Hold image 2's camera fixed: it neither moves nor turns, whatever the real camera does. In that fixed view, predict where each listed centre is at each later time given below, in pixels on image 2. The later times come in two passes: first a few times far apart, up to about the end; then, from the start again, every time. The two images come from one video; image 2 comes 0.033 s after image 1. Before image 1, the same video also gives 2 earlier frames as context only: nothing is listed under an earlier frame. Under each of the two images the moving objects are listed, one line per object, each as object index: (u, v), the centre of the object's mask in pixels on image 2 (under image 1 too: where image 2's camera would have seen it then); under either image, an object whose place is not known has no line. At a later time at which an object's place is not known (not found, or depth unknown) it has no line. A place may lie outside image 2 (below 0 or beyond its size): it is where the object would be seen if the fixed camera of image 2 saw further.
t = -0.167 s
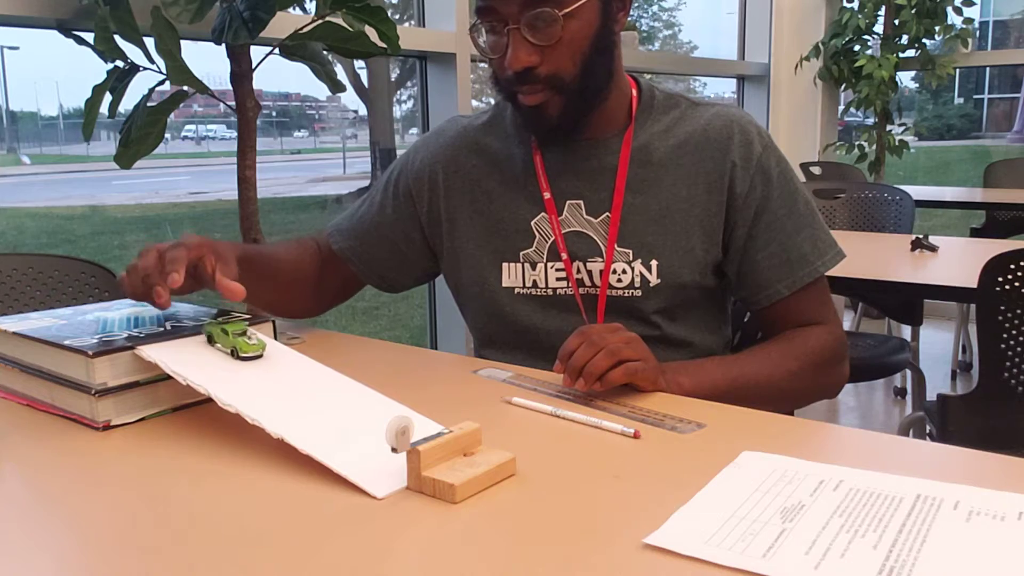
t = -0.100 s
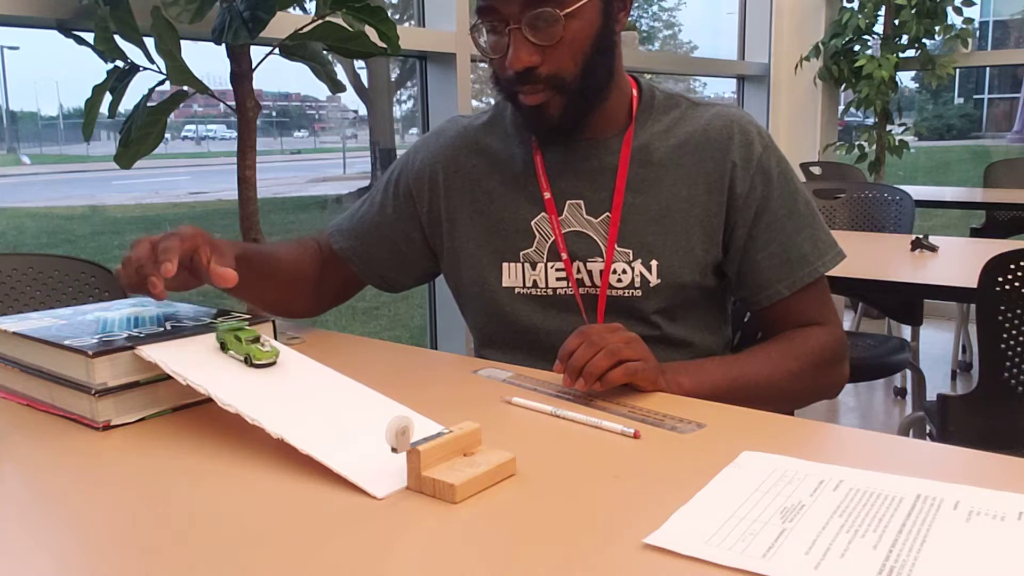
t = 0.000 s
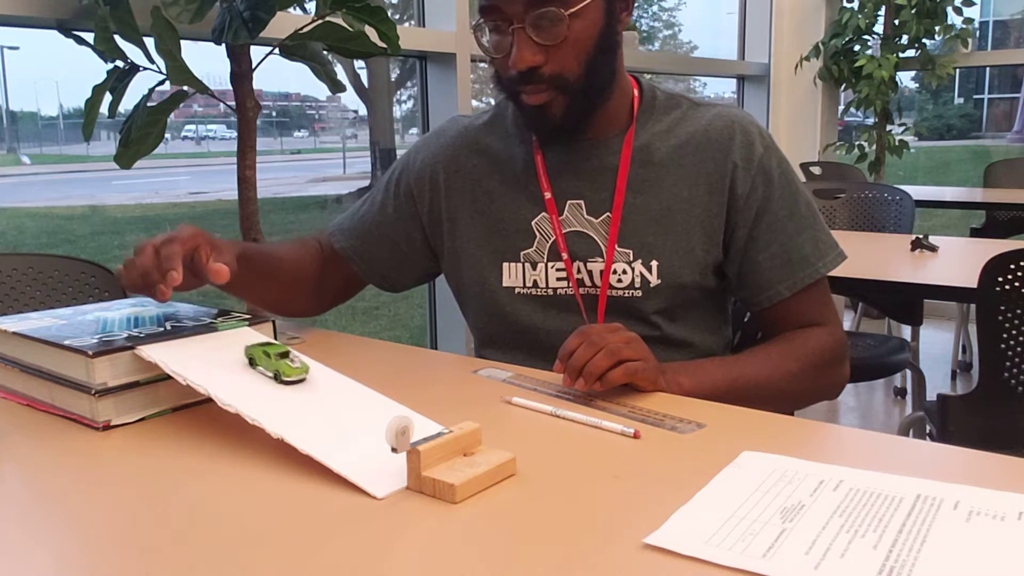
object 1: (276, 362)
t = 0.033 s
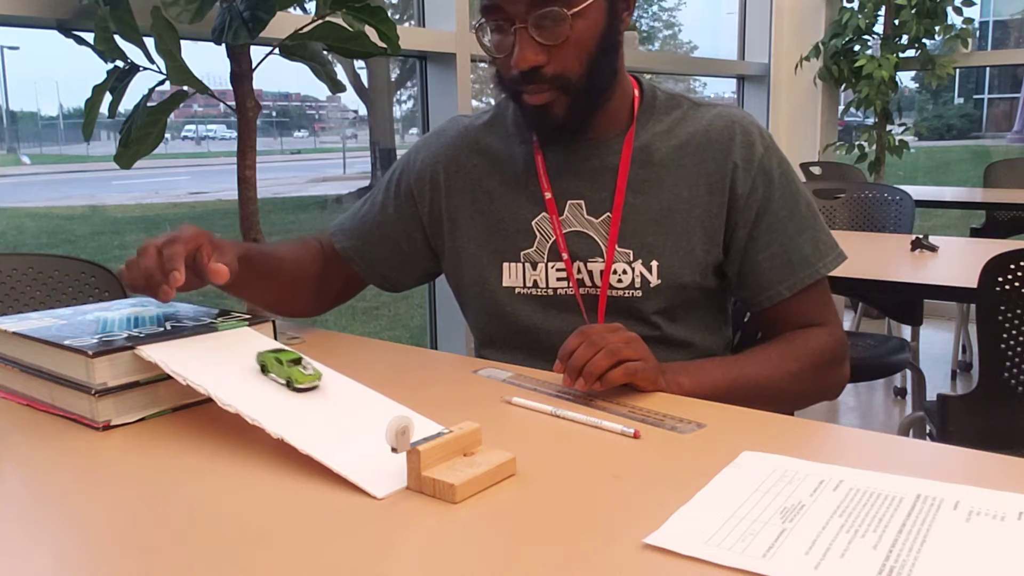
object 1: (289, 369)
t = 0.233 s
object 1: (386, 426)
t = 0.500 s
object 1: (436, 465)
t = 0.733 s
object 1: (436, 465)
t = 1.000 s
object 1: (436, 465)
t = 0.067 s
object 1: (302, 377)
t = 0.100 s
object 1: (318, 386)
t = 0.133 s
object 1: (335, 396)
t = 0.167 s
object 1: (354, 407)
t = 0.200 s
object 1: (367, 416)
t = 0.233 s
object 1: (386, 426)
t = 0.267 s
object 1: (389, 435)
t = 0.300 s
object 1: (401, 446)
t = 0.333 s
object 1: (411, 453)
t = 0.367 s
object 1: (420, 458)
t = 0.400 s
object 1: (426, 460)
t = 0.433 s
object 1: (430, 463)
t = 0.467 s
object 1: (434, 464)
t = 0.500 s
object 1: (436, 465)
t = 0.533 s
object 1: (436, 465)
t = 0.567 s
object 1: (436, 465)
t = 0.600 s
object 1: (436, 465)
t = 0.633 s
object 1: (436, 465)
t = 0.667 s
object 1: (436, 465)
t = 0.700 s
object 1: (436, 465)
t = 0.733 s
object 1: (436, 465)
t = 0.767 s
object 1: (436, 465)
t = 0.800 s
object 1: (436, 465)
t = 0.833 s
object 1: (436, 465)
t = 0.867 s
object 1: (436, 465)
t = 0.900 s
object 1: (436, 465)
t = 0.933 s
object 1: (436, 465)
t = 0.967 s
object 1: (436, 465)
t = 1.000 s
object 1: (436, 465)
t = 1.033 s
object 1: (436, 465)
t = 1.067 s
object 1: (436, 465)
